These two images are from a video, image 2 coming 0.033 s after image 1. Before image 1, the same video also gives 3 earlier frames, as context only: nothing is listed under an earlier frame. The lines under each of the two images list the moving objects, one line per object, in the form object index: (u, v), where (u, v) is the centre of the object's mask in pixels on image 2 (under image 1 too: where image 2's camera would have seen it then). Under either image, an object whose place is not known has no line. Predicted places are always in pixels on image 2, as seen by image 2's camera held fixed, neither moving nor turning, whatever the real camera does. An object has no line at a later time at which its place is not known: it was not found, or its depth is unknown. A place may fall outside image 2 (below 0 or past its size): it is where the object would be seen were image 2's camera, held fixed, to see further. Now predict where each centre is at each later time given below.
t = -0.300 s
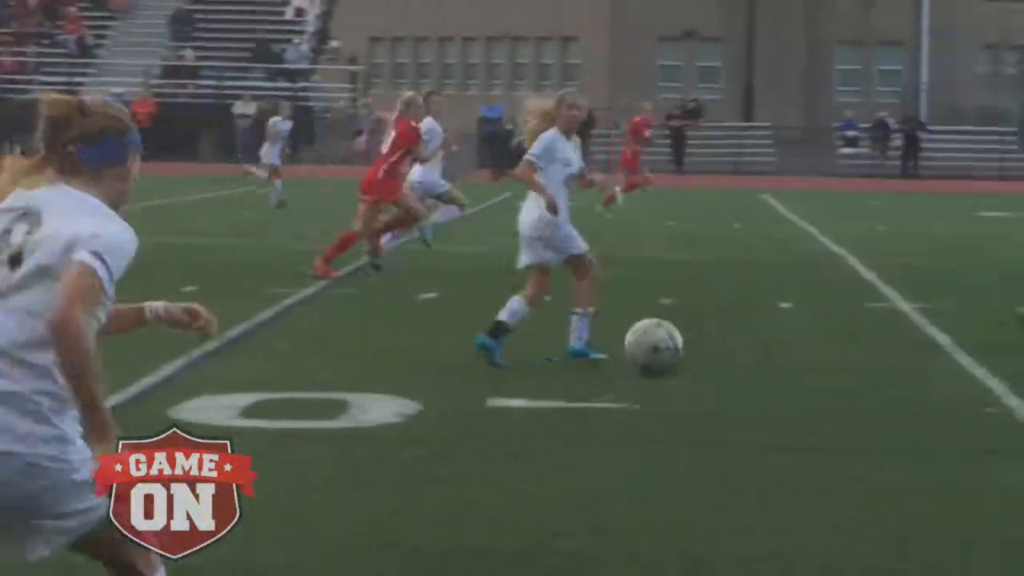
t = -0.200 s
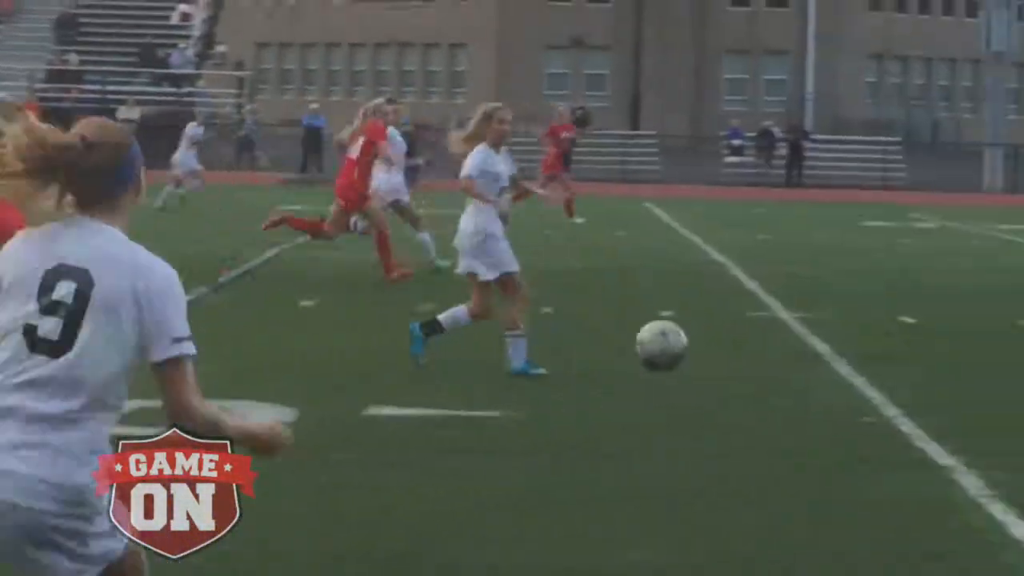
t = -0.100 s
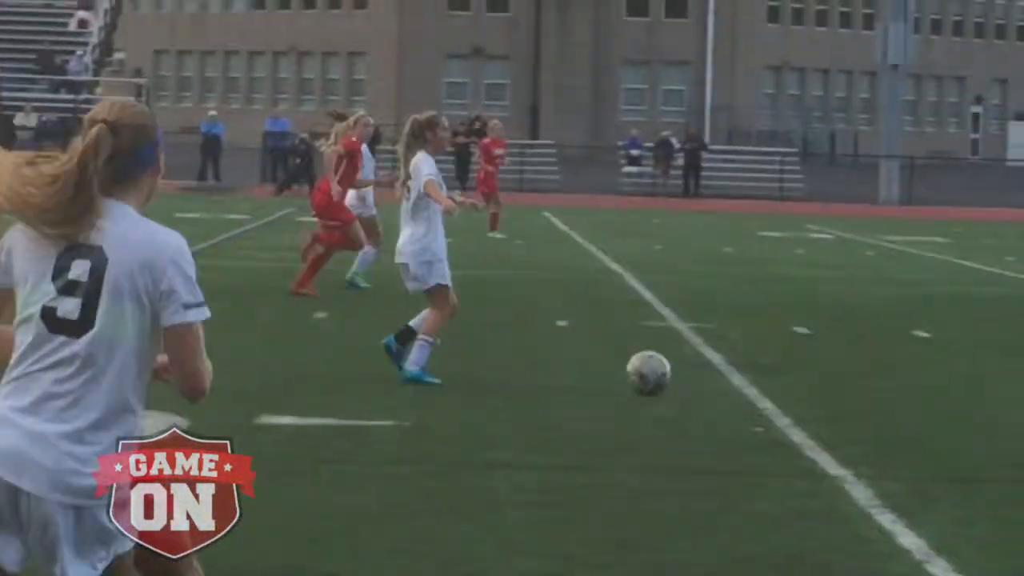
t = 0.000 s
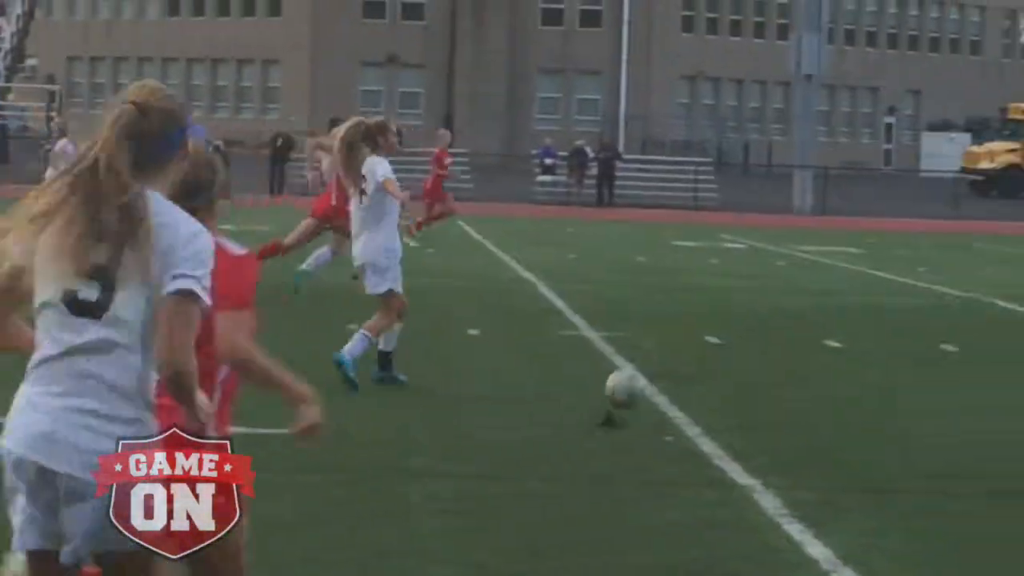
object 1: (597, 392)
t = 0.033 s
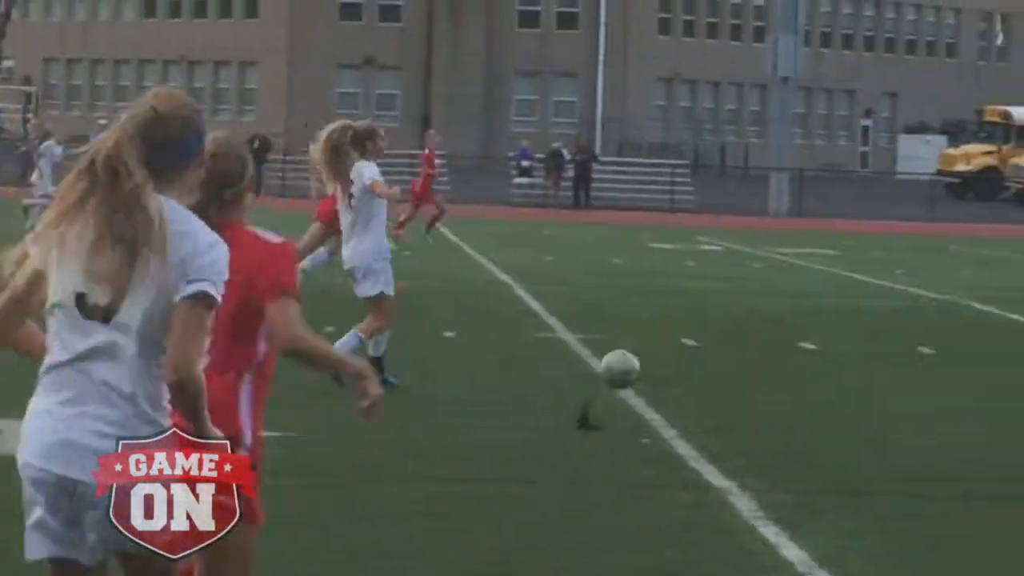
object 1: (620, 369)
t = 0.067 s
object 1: (636, 352)
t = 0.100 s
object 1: (654, 338)
